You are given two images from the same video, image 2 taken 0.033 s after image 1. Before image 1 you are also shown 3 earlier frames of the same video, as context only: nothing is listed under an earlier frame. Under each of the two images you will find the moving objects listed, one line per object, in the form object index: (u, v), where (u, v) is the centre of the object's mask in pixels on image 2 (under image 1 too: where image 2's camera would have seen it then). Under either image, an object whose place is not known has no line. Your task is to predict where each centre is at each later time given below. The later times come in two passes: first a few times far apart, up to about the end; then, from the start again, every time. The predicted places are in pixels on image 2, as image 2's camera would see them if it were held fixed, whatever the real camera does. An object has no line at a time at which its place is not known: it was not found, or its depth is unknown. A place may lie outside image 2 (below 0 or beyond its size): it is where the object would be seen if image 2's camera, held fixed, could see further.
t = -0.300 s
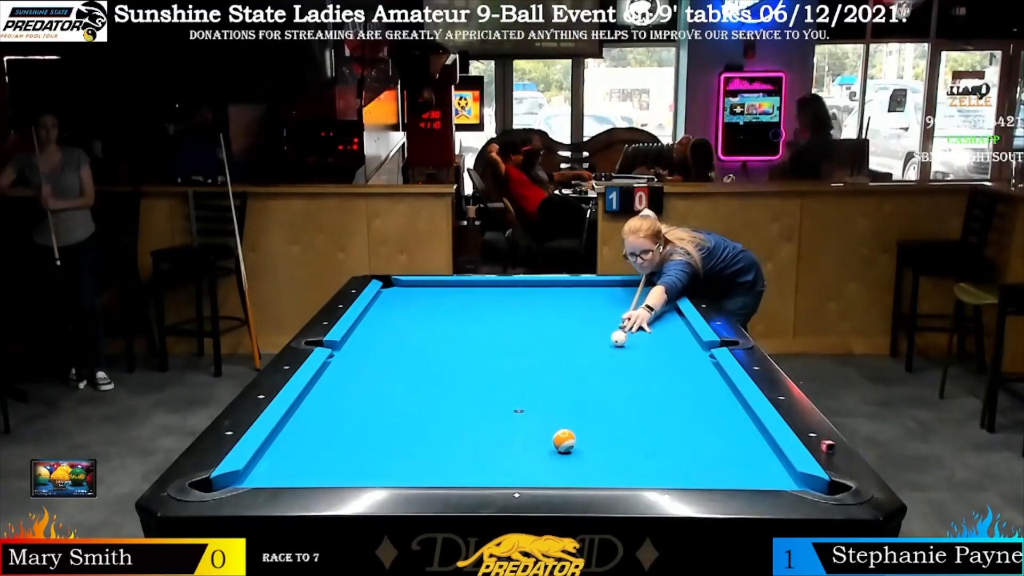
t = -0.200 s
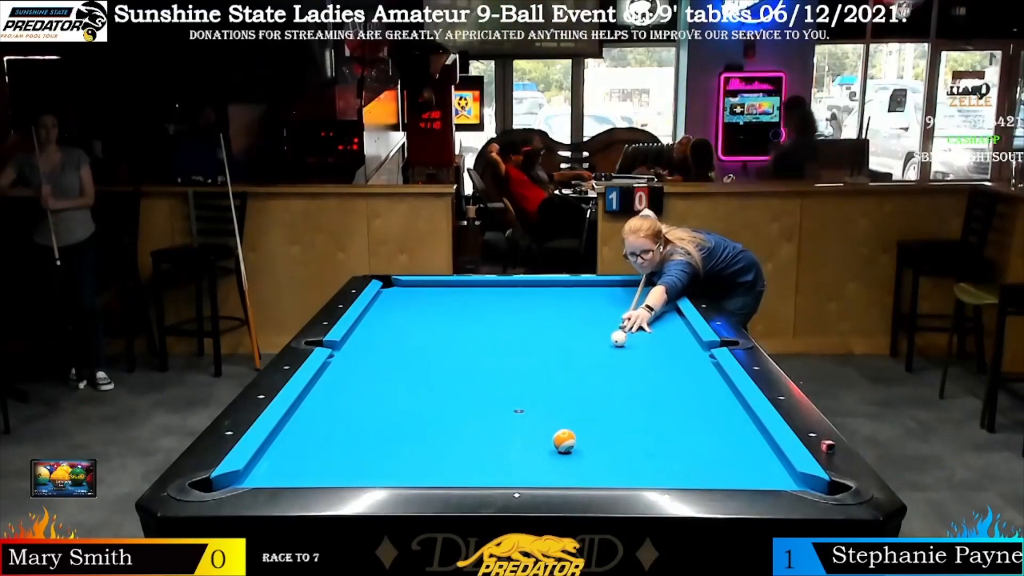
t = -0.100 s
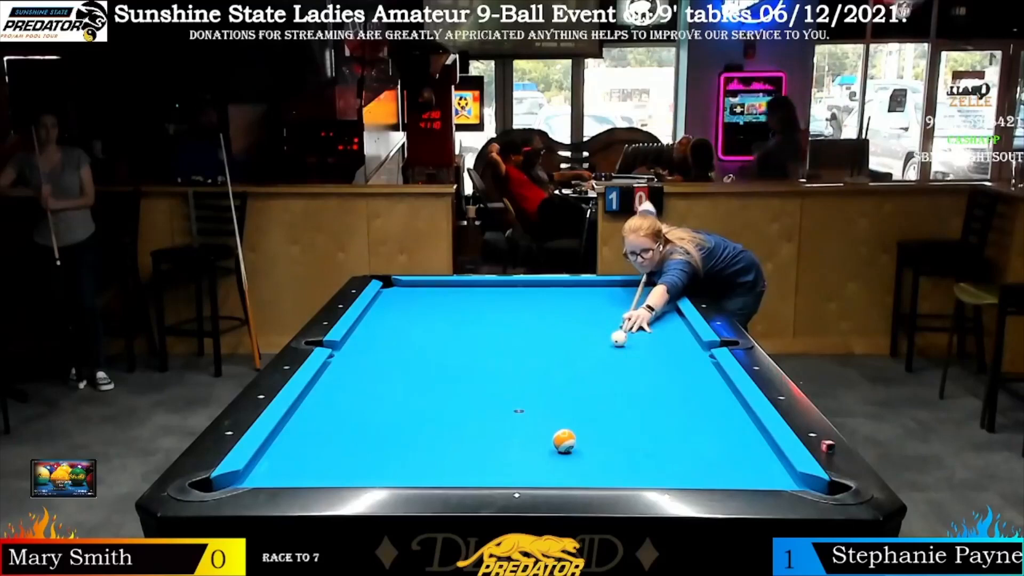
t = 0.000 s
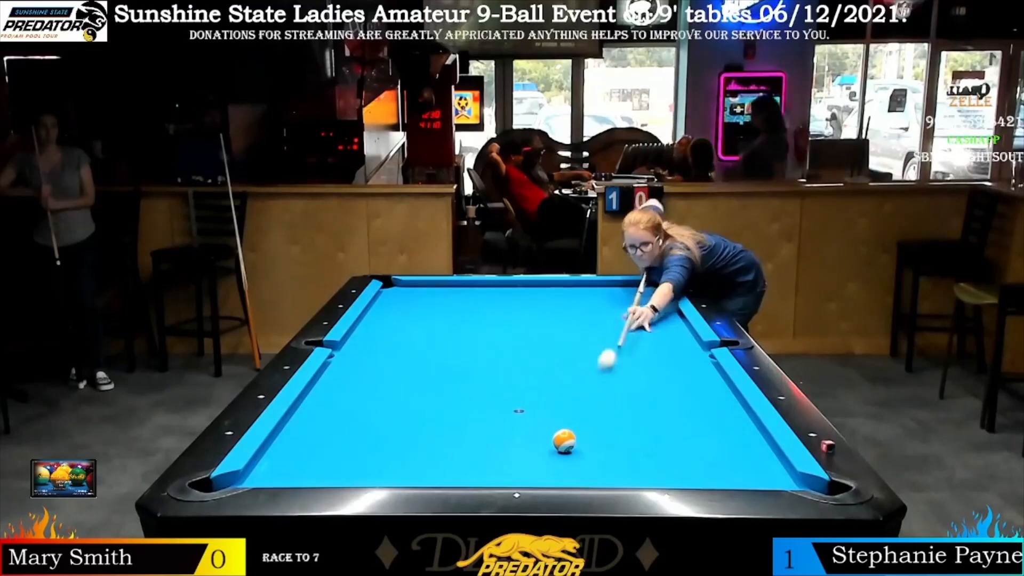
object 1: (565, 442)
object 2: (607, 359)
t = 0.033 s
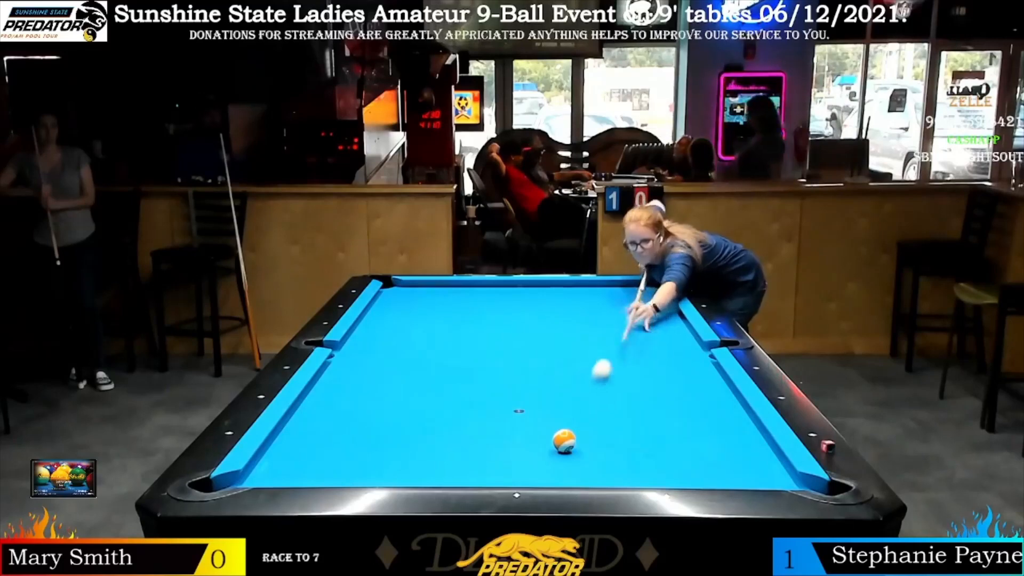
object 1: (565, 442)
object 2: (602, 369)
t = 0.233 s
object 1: (558, 451)
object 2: (571, 433)
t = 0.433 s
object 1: (519, 448)
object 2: (575, 439)
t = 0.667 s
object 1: (495, 404)
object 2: (580, 445)
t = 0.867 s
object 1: (478, 374)
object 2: (585, 450)
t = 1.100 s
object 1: (463, 347)
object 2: (589, 454)
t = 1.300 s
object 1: (452, 327)
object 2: (593, 458)
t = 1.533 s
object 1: (442, 308)
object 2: (597, 462)
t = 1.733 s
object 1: (434, 295)
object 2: (599, 464)
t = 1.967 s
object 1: (426, 284)
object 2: (601, 467)
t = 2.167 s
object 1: (419, 292)
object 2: (603, 468)
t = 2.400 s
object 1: (410, 302)
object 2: (603, 469)
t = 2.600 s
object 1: (401, 310)
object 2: (604, 470)
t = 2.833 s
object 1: (391, 321)
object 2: (604, 469)
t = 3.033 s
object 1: (381, 332)
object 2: (604, 469)
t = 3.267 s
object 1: (368, 344)
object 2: (604, 470)
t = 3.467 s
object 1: (357, 355)
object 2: (604, 470)
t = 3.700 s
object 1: (343, 370)
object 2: (604, 470)
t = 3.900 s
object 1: (331, 383)
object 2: (604, 470)
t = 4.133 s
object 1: (315, 400)
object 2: (604, 470)
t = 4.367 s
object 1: (297, 418)
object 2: (604, 470)
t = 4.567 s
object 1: (281, 435)
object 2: (604, 470)
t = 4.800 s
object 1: (270, 455)
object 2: (604, 469)
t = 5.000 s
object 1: (263, 470)
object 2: (604, 470)
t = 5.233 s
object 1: (241, 479)
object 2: (604, 469)
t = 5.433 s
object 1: (223, 484)
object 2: (604, 470)
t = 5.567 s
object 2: (604, 469)
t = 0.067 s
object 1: (565, 442)
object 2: (596, 380)
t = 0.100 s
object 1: (565, 442)
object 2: (590, 392)
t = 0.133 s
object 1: (565, 442)
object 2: (584, 403)
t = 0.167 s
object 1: (565, 442)
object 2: (577, 416)
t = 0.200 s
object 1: (565, 442)
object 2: (572, 425)
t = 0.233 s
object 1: (558, 451)
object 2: (571, 433)
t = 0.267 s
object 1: (548, 465)
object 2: (571, 435)
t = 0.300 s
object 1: (539, 473)
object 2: (572, 436)
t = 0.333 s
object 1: (532, 470)
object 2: (573, 437)
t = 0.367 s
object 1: (528, 464)
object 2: (573, 437)
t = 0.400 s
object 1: (524, 456)
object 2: (574, 439)
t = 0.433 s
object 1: (519, 448)
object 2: (575, 439)
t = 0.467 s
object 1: (516, 441)
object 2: (576, 440)
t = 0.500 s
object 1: (512, 434)
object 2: (576, 441)
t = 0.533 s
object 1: (508, 428)
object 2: (577, 442)
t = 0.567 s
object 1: (504, 421)
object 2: (578, 443)
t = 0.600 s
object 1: (502, 416)
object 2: (579, 444)
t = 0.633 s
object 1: (498, 410)
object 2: (580, 444)
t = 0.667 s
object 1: (495, 404)
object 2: (580, 445)
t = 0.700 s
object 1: (492, 399)
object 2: (581, 446)
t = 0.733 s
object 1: (489, 393)
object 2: (582, 447)
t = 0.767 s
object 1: (486, 388)
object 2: (582, 447)
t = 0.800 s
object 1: (484, 384)
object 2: (583, 448)
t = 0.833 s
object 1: (481, 379)
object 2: (584, 449)
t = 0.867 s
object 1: (478, 374)
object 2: (585, 450)
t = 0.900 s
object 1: (476, 370)
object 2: (585, 450)
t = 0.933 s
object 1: (474, 366)
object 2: (586, 451)
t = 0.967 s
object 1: (471, 361)
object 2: (587, 452)
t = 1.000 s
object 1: (469, 358)
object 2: (587, 452)
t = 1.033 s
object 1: (468, 354)
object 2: (588, 453)
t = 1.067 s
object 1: (465, 350)
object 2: (589, 454)
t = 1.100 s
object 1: (463, 347)
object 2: (589, 454)
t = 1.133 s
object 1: (462, 343)
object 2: (590, 455)
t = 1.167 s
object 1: (460, 340)
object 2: (591, 456)
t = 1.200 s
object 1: (457, 336)
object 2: (591, 457)
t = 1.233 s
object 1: (456, 333)
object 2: (592, 457)
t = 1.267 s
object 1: (454, 330)
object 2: (592, 458)
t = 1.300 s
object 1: (452, 327)
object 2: (593, 458)
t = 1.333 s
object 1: (451, 324)
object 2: (594, 459)
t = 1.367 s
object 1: (450, 321)
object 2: (594, 460)
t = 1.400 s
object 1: (448, 319)
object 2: (595, 460)
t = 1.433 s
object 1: (446, 316)
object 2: (595, 460)
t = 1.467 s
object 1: (445, 313)
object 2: (595, 461)
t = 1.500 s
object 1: (443, 311)
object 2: (596, 461)
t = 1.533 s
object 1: (442, 308)
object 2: (597, 462)
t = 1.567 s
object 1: (440, 306)
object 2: (597, 463)
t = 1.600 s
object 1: (440, 303)
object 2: (598, 463)
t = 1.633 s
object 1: (438, 300)
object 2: (598, 463)
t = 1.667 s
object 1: (437, 299)
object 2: (599, 464)
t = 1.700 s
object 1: (436, 297)
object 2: (599, 464)
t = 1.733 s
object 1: (434, 295)
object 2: (599, 464)
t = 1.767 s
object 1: (433, 293)
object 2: (600, 465)
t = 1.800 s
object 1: (432, 290)
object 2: (600, 466)
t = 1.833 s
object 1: (431, 288)
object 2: (600, 466)
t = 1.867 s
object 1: (429, 286)
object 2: (600, 466)
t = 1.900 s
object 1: (428, 284)
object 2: (601, 467)
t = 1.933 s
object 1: (428, 283)
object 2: (601, 467)
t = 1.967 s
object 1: (426, 284)
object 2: (601, 467)
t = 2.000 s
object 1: (425, 285)
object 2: (602, 467)
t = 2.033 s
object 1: (424, 287)
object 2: (602, 468)
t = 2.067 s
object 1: (422, 288)
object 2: (602, 468)
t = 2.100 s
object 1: (421, 290)
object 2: (602, 468)
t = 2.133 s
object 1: (420, 291)
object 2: (602, 468)
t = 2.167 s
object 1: (419, 292)
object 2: (603, 468)
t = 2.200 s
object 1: (418, 294)
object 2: (603, 468)
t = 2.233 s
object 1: (417, 295)
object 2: (603, 469)
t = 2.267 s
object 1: (415, 296)
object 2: (603, 469)
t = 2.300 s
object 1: (414, 298)
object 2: (603, 469)
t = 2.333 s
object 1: (413, 299)
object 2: (603, 469)
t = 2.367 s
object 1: (411, 301)
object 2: (603, 469)
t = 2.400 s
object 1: (410, 302)
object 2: (603, 469)
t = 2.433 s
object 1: (409, 303)
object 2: (603, 469)
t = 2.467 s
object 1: (407, 305)
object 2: (603, 469)
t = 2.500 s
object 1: (406, 306)
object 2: (604, 469)
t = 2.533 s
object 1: (404, 308)
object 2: (604, 470)
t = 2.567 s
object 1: (403, 309)
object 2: (604, 469)
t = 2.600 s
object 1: (401, 310)
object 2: (604, 470)
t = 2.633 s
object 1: (400, 312)
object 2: (604, 469)
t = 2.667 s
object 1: (398, 314)
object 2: (604, 469)
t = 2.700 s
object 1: (397, 315)
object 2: (604, 470)
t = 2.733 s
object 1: (395, 317)
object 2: (604, 470)
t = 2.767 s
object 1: (394, 318)
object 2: (604, 470)
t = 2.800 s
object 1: (392, 320)
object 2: (604, 469)
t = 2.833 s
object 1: (391, 321)
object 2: (604, 469)
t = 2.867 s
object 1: (389, 323)
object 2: (604, 470)
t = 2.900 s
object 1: (387, 325)
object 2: (604, 469)
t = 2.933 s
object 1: (385, 327)
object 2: (604, 470)
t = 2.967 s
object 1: (384, 328)
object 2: (604, 469)
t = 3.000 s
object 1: (382, 330)
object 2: (604, 469)
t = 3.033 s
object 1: (381, 332)
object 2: (604, 469)
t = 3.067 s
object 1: (379, 333)
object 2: (604, 469)
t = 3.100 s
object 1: (378, 335)
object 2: (604, 469)
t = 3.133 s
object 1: (375, 337)
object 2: (604, 469)
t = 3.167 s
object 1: (374, 339)
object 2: (604, 469)
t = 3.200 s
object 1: (372, 340)
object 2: (604, 469)
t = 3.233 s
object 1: (370, 342)
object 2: (604, 469)
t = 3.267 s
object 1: (368, 344)
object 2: (604, 470)
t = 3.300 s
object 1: (367, 346)
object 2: (604, 470)
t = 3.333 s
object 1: (365, 348)
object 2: (604, 469)
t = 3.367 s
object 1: (363, 350)
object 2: (604, 470)
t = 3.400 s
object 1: (361, 352)
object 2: (604, 470)
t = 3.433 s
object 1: (359, 353)
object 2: (604, 470)
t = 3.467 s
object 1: (357, 355)
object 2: (604, 470)
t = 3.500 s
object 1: (355, 358)
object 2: (604, 470)
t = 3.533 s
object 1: (353, 359)
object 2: (604, 470)
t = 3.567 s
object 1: (351, 362)
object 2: (604, 470)
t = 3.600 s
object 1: (349, 364)
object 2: (604, 470)
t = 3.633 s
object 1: (347, 366)
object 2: (604, 470)
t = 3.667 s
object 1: (346, 368)
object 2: (604, 470)
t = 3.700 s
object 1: (343, 370)
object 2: (604, 470)
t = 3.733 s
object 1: (341, 372)
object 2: (604, 470)
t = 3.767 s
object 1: (340, 374)
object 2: (604, 470)
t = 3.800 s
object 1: (337, 376)
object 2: (604, 470)
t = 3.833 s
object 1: (335, 379)
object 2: (604, 470)
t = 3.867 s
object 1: (333, 381)
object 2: (604, 470)
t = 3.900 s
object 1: (331, 383)
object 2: (604, 470)
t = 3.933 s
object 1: (329, 385)
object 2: (604, 470)
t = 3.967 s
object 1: (326, 388)
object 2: (604, 470)
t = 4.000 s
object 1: (325, 390)
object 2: (604, 470)
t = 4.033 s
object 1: (322, 393)
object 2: (604, 470)
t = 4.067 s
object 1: (320, 395)
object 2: (604, 470)
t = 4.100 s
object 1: (317, 397)
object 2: (604, 470)
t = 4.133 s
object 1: (315, 400)
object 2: (604, 470)
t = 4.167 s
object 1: (312, 402)
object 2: (604, 470)
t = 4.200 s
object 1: (310, 405)
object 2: (604, 470)
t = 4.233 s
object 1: (307, 407)
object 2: (604, 470)
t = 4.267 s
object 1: (305, 410)
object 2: (604, 470)
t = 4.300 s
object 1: (302, 413)
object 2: (604, 470)
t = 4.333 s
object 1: (299, 415)
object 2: (604, 470)
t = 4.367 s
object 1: (297, 418)
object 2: (604, 470)
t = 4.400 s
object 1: (294, 421)
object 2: (604, 470)
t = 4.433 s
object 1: (292, 424)
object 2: (604, 470)
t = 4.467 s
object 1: (289, 427)
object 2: (604, 470)
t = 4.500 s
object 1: (287, 429)
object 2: (604, 470)
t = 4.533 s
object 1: (284, 432)
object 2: (604, 470)
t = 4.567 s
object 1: (281, 435)
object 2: (604, 470)
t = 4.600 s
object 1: (279, 438)
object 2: (604, 470)
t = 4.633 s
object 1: (278, 440)
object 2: (604, 470)
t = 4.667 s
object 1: (276, 444)
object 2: (604, 470)
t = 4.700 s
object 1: (275, 446)
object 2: (604, 469)
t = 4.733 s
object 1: (274, 449)
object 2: (604, 469)
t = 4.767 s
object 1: (272, 452)
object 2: (604, 469)
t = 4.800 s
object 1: (270, 455)
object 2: (604, 469)
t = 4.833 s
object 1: (269, 458)
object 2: (604, 469)
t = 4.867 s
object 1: (267, 461)
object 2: (604, 469)
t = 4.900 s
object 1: (266, 464)
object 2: (604, 469)
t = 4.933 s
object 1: (264, 467)
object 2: (604, 470)
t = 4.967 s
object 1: (263, 470)
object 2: (604, 470)
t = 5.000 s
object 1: (263, 470)
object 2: (604, 470)
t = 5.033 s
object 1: (260, 473)
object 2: (604, 470)
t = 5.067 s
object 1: (260, 473)
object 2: (604, 469)
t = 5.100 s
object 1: (256, 477)
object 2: (604, 470)
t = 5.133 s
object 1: (253, 478)
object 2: (604, 470)
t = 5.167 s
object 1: (249, 478)
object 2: (604, 470)
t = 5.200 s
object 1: (245, 479)
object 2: (604, 470)
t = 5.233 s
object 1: (241, 479)
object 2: (604, 469)
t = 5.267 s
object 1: (236, 479)
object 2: (604, 470)
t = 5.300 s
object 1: (233, 479)
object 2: (604, 470)
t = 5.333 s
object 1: (229, 480)
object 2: (604, 469)
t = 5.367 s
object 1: (227, 480)
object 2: (604, 469)
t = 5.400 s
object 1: (225, 482)
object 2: (604, 469)
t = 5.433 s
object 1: (223, 484)
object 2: (604, 470)
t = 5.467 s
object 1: (220, 488)
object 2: (604, 470)
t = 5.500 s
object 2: (604, 470)
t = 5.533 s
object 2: (604, 470)
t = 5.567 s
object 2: (604, 469)
